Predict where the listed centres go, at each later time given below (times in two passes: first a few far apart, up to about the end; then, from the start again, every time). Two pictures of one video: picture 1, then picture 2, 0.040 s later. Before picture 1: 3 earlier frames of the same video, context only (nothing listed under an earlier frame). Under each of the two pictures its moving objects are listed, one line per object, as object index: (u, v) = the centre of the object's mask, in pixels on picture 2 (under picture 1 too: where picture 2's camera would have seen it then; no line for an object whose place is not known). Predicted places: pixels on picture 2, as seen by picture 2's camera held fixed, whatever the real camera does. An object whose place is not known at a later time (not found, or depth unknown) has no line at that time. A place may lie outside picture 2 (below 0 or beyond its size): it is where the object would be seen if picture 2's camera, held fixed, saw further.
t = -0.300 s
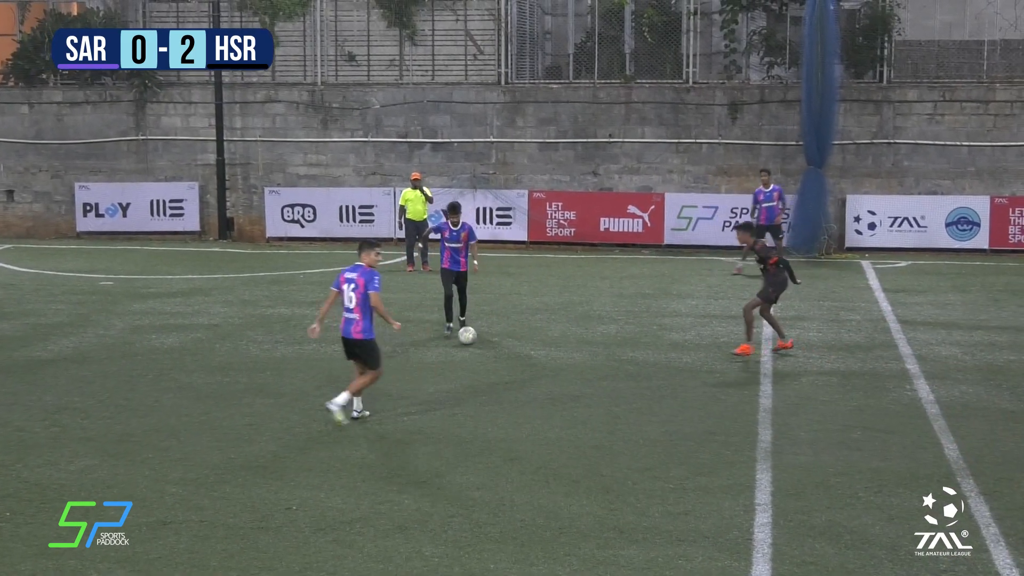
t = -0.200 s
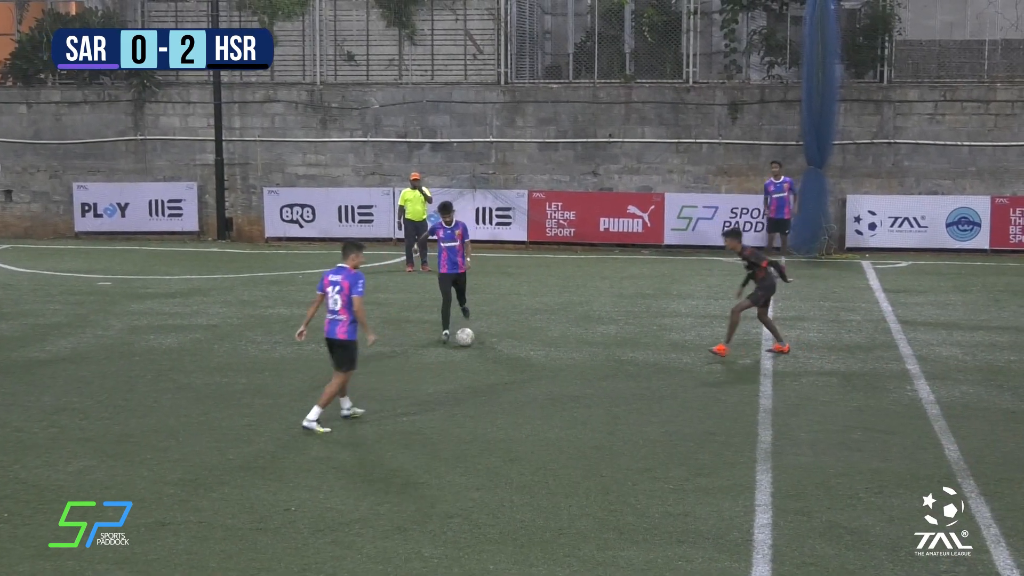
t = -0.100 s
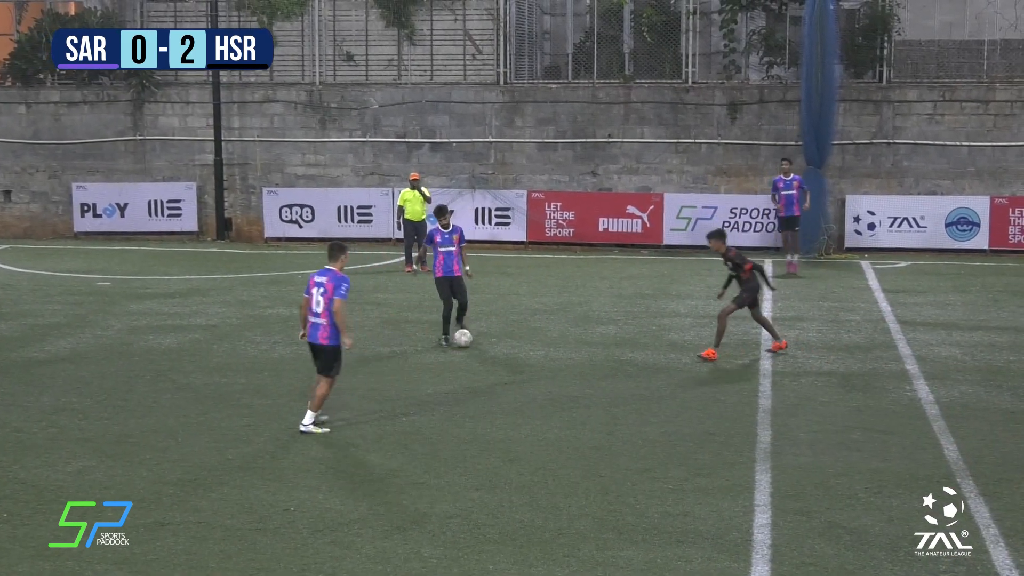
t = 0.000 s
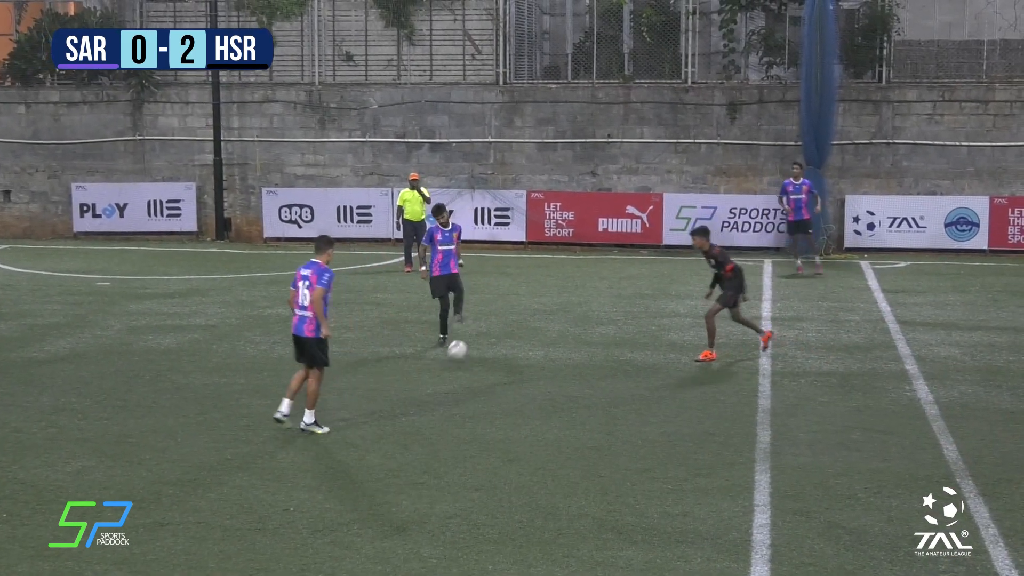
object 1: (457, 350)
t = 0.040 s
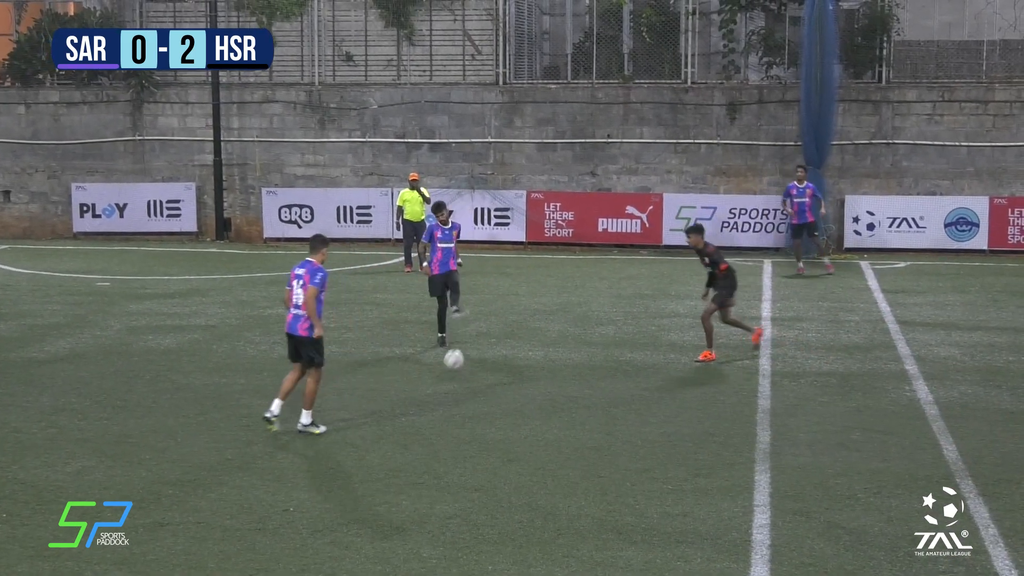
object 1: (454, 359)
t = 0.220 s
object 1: (432, 421)
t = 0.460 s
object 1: (389, 519)
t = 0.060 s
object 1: (452, 365)
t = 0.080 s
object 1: (450, 371)
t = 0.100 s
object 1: (449, 376)
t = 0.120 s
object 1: (446, 383)
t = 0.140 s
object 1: (444, 392)
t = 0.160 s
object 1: (441, 400)
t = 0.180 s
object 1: (439, 408)
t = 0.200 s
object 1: (436, 414)
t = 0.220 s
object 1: (432, 421)
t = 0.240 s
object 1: (430, 427)
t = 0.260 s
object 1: (427, 434)
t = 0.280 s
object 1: (423, 442)
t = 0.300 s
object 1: (420, 451)
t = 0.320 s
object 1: (416, 460)
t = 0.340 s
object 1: (413, 467)
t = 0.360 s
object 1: (409, 473)
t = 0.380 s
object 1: (406, 480)
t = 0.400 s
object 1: (402, 488)
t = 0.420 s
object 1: (398, 498)
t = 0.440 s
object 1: (393, 508)
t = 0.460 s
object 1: (389, 519)
